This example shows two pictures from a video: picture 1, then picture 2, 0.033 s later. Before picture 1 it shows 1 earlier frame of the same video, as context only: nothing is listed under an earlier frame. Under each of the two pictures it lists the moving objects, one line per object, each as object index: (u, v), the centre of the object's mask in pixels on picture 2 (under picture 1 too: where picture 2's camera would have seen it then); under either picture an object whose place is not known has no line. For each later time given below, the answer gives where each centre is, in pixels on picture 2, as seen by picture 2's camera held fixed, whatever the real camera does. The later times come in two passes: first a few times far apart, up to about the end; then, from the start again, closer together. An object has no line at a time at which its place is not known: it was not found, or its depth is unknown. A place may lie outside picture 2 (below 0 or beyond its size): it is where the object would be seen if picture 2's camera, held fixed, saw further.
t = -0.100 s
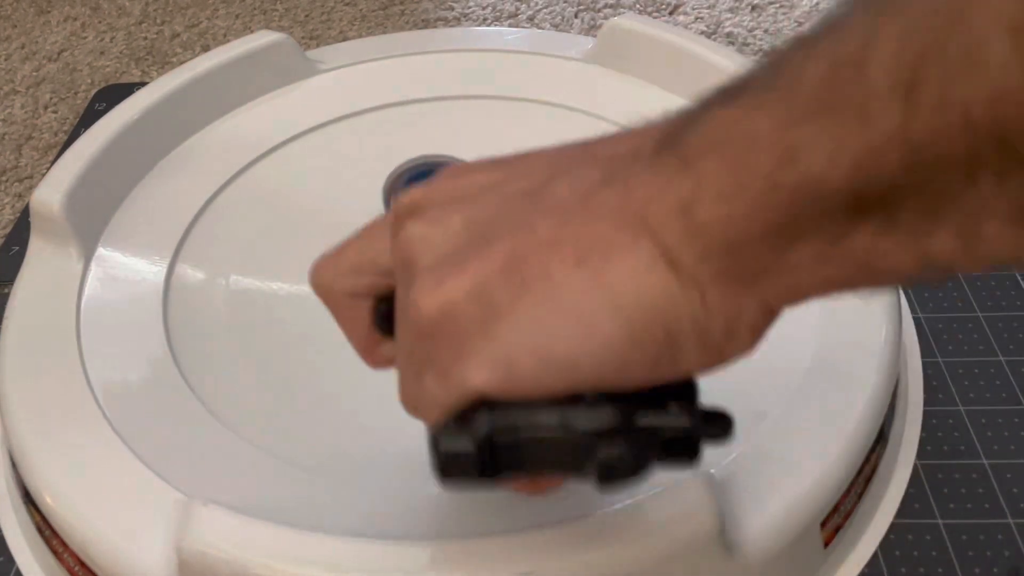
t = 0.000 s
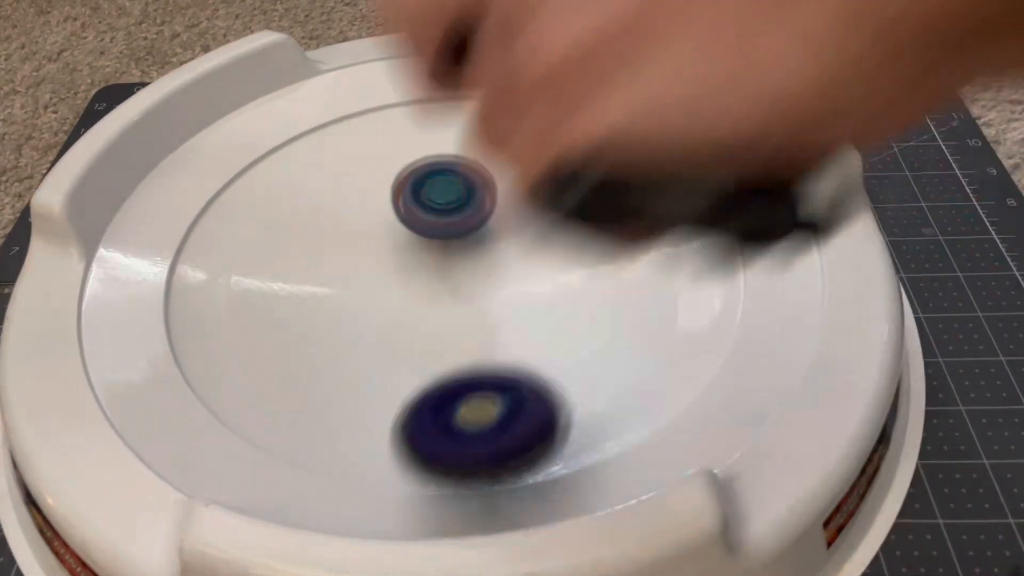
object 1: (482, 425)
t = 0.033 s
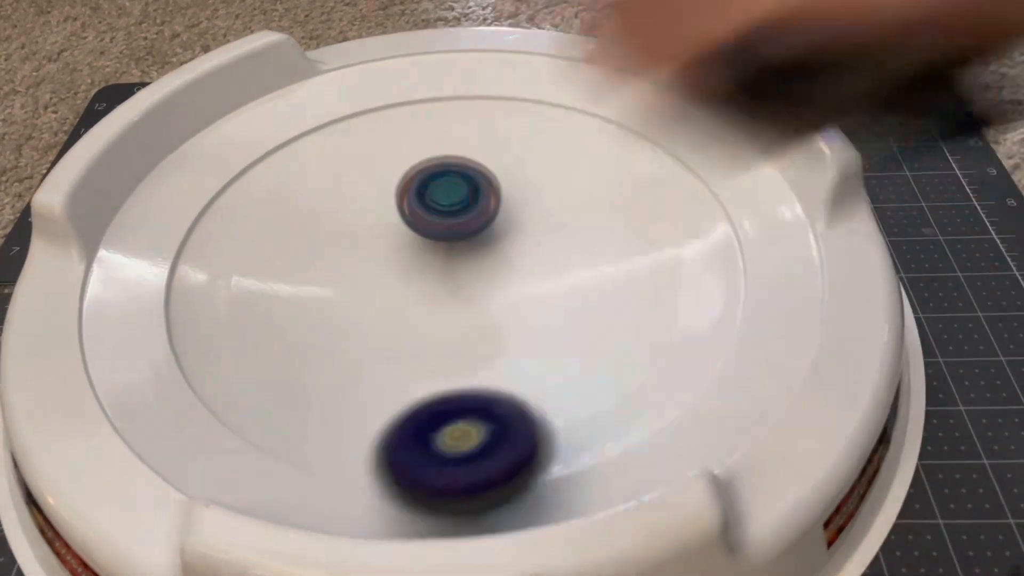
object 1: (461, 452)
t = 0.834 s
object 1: (361, 271)
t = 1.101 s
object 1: (209, 257)
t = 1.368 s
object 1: (366, 255)
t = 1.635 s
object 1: (262, 135)
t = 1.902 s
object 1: (355, 243)
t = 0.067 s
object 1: (435, 461)
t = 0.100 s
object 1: (412, 466)
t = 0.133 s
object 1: (384, 460)
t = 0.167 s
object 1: (356, 453)
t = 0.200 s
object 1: (326, 451)
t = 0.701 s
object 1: (314, 360)
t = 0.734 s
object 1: (338, 345)
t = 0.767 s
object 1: (355, 322)
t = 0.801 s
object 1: (363, 299)
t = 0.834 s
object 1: (361, 271)
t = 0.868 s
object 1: (350, 245)
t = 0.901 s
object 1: (330, 220)
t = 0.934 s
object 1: (305, 200)
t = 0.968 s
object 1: (270, 182)
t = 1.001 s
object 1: (231, 169)
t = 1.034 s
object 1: (209, 176)
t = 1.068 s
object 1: (207, 210)
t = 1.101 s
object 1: (209, 257)
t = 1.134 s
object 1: (204, 274)
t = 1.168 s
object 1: (207, 290)
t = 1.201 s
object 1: (219, 297)
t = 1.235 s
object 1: (243, 299)
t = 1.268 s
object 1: (275, 297)
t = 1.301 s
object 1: (310, 292)
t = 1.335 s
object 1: (341, 277)
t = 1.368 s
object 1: (366, 255)
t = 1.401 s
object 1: (381, 230)
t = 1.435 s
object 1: (386, 202)
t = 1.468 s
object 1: (383, 175)
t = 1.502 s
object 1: (369, 151)
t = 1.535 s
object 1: (347, 128)
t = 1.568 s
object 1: (317, 109)
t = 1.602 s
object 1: (286, 106)
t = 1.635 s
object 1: (262, 135)
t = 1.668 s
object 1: (244, 175)
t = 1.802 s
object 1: (245, 232)
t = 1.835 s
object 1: (278, 246)
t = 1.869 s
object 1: (318, 250)
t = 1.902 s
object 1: (355, 243)
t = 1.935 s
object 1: (369, 210)
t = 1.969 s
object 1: (376, 177)
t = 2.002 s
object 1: (376, 145)
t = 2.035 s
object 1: (365, 117)
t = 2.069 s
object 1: (349, 94)
